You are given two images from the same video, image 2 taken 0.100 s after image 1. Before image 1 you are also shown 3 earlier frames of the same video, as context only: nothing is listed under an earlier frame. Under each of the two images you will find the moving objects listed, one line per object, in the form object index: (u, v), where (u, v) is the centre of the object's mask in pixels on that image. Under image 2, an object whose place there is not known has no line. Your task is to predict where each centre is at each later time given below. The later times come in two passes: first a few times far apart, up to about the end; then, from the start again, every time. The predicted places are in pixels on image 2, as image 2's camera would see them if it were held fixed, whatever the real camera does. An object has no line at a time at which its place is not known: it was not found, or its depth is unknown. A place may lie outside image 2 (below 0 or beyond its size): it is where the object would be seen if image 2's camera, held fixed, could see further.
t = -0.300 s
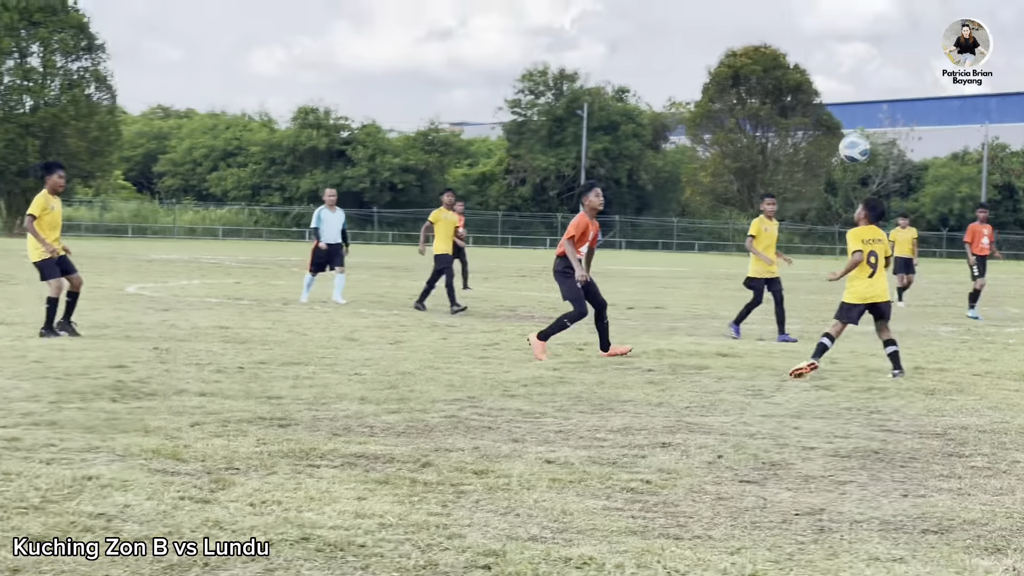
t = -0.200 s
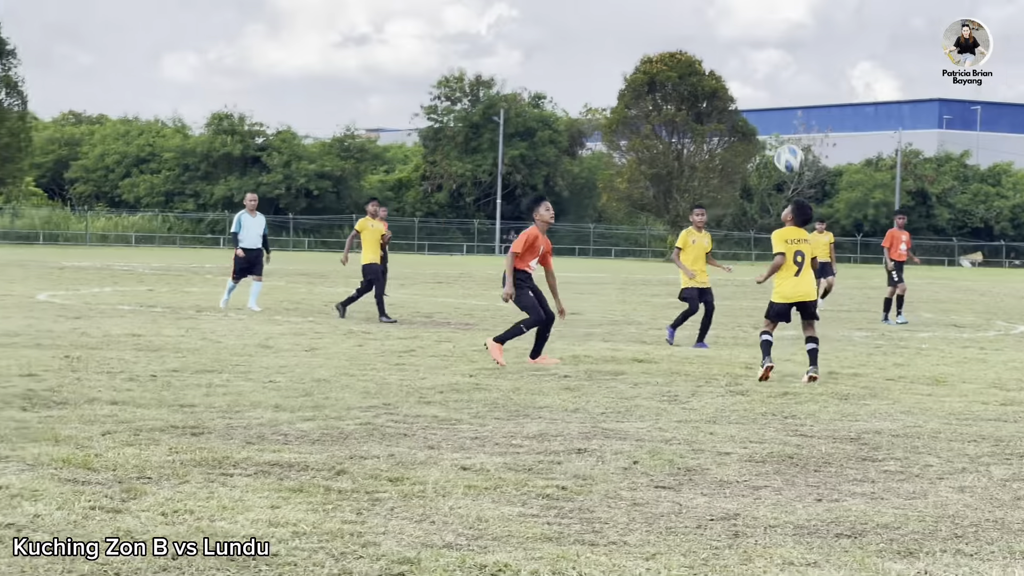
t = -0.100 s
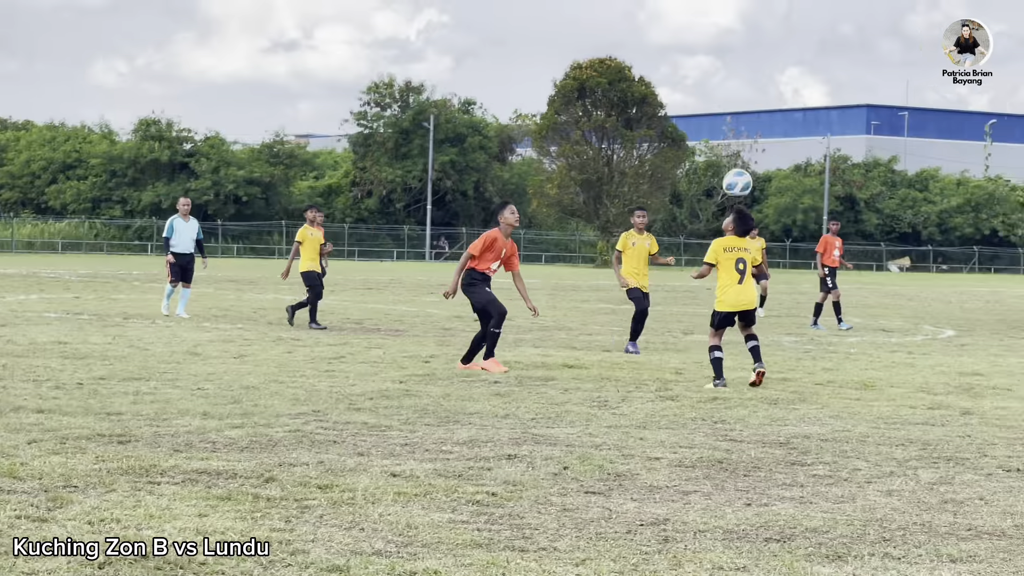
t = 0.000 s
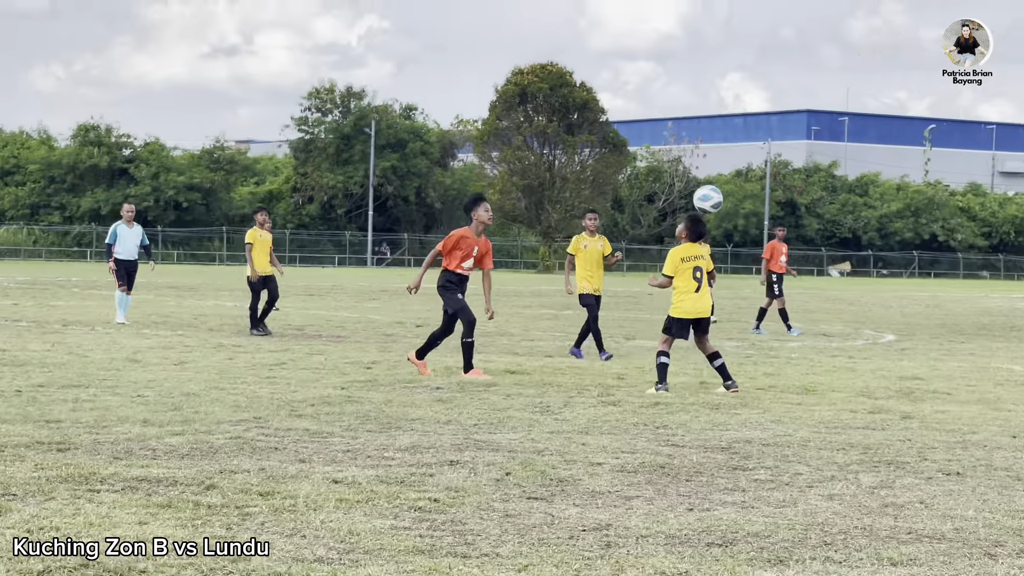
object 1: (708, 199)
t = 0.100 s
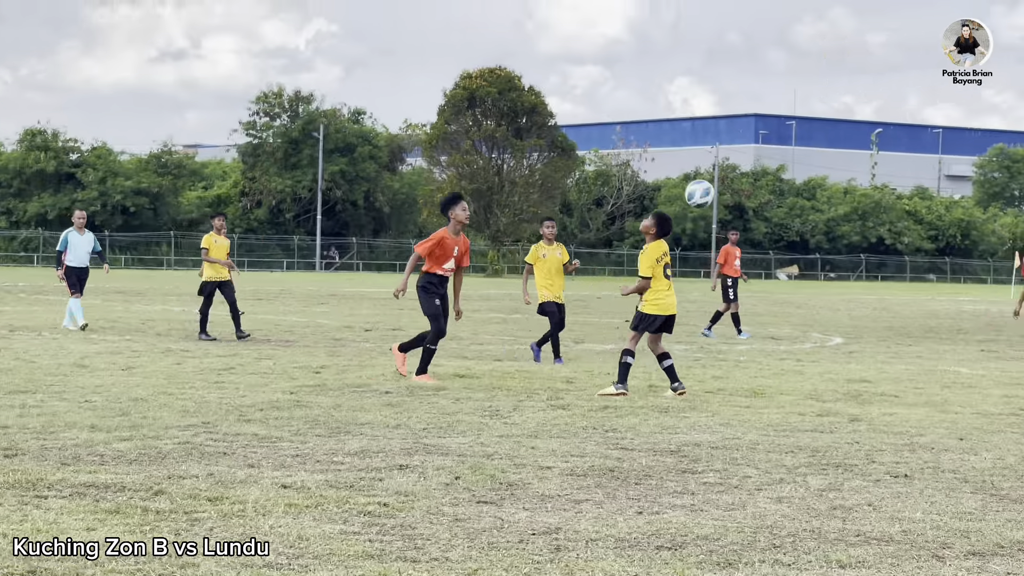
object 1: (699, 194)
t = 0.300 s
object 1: (789, 217)
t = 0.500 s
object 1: (879, 293)
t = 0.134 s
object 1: (715, 193)
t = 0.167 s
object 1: (730, 195)
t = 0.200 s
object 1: (744, 198)
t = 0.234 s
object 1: (760, 202)
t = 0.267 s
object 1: (775, 209)
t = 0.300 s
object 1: (789, 217)
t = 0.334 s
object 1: (804, 225)
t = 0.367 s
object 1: (819, 236)
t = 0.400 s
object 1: (834, 247)
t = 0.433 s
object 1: (849, 261)
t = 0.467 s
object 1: (864, 277)
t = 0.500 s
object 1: (879, 293)
